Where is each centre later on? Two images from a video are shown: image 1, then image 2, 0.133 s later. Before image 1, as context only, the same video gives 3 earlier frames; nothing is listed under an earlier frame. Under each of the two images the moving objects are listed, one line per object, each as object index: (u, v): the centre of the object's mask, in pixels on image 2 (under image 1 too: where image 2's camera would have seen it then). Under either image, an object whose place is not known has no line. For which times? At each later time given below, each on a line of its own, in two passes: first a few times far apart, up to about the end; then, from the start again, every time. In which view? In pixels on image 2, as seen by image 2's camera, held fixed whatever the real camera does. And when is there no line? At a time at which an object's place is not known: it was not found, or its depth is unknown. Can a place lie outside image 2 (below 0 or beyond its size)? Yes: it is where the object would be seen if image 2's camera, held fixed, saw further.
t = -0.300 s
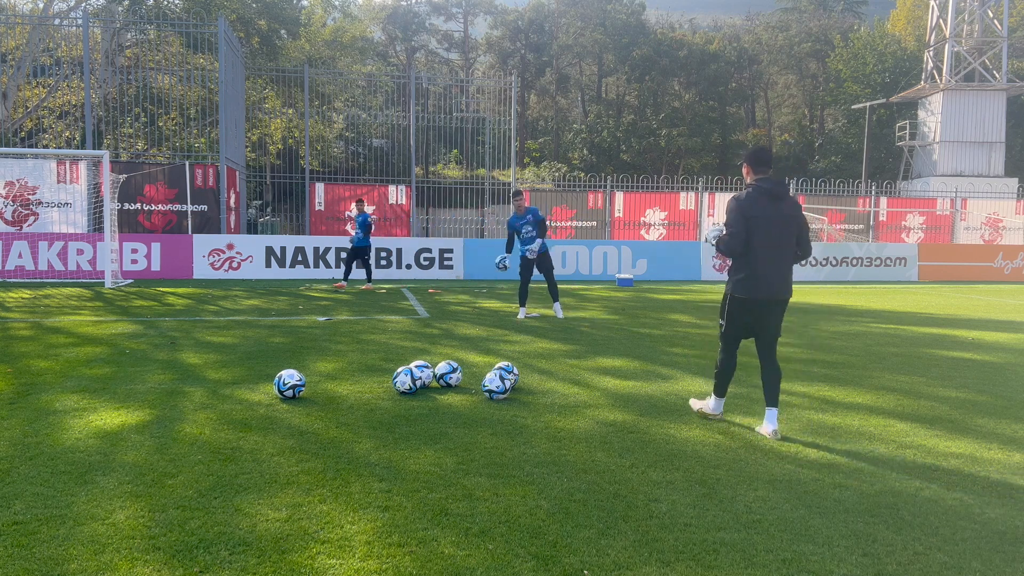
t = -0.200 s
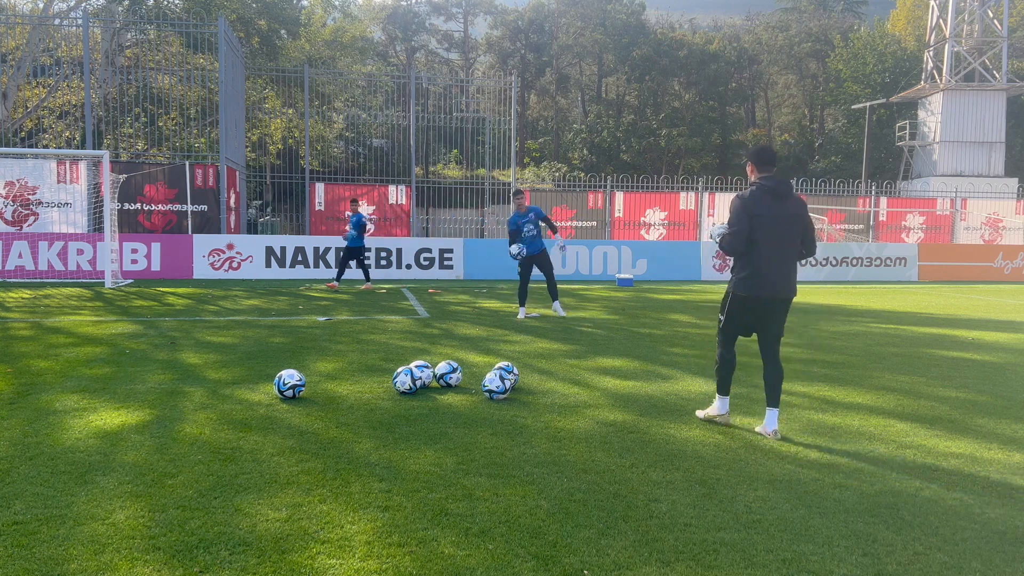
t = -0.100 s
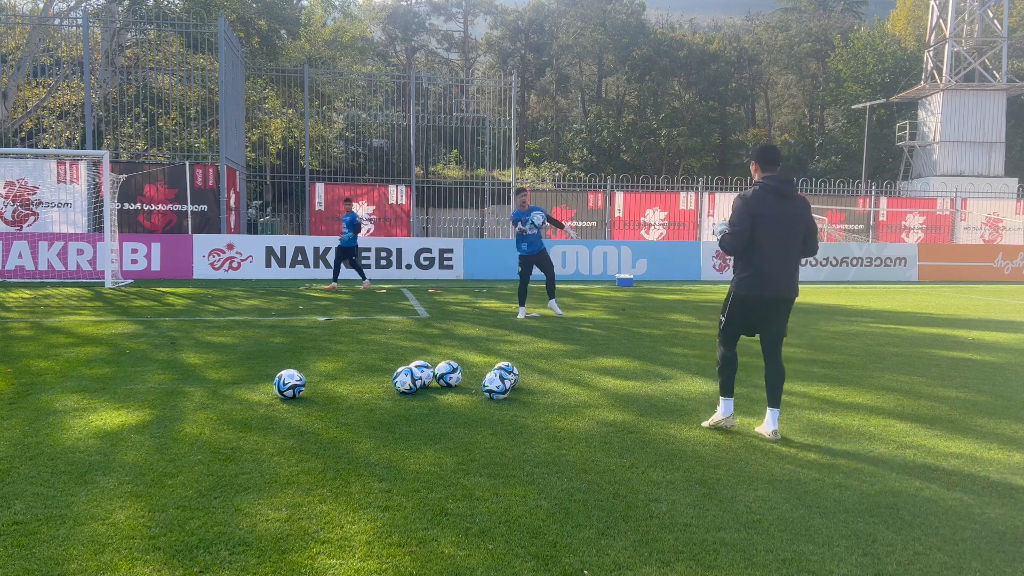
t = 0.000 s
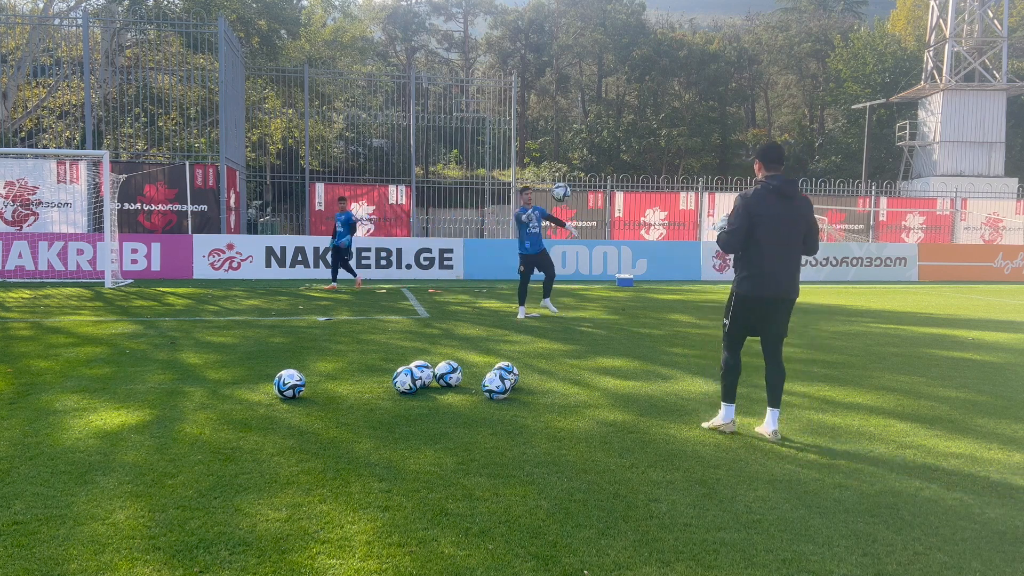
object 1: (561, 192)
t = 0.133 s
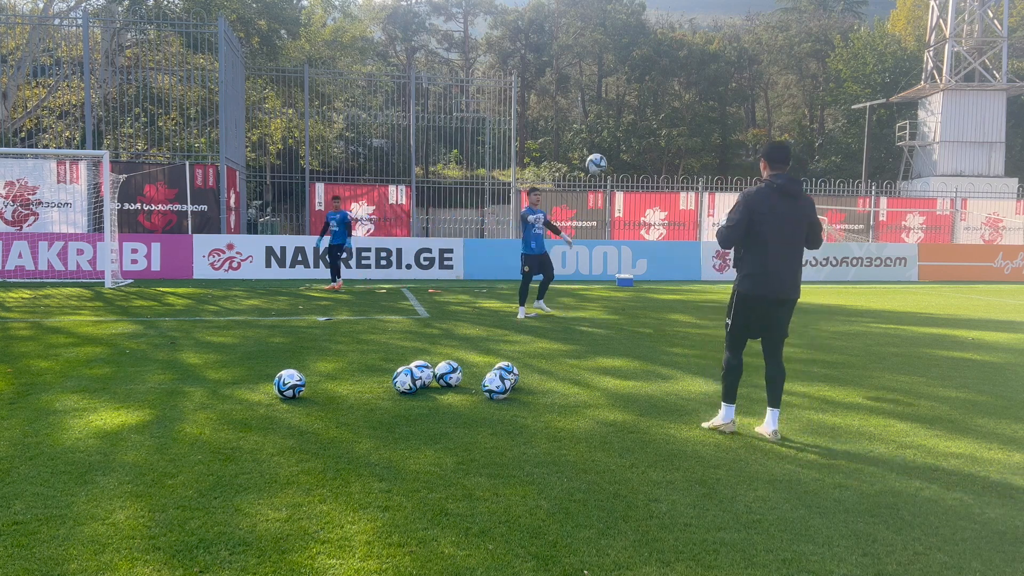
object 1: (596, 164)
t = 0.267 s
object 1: (639, 148)
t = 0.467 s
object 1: (720, 160)
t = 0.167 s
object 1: (606, 159)
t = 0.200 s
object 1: (617, 154)
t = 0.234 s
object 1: (627, 151)
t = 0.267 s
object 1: (639, 148)
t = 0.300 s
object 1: (651, 147)
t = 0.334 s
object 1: (663, 148)
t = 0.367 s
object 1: (677, 149)
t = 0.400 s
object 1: (690, 151)
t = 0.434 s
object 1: (705, 155)
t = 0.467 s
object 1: (720, 160)
